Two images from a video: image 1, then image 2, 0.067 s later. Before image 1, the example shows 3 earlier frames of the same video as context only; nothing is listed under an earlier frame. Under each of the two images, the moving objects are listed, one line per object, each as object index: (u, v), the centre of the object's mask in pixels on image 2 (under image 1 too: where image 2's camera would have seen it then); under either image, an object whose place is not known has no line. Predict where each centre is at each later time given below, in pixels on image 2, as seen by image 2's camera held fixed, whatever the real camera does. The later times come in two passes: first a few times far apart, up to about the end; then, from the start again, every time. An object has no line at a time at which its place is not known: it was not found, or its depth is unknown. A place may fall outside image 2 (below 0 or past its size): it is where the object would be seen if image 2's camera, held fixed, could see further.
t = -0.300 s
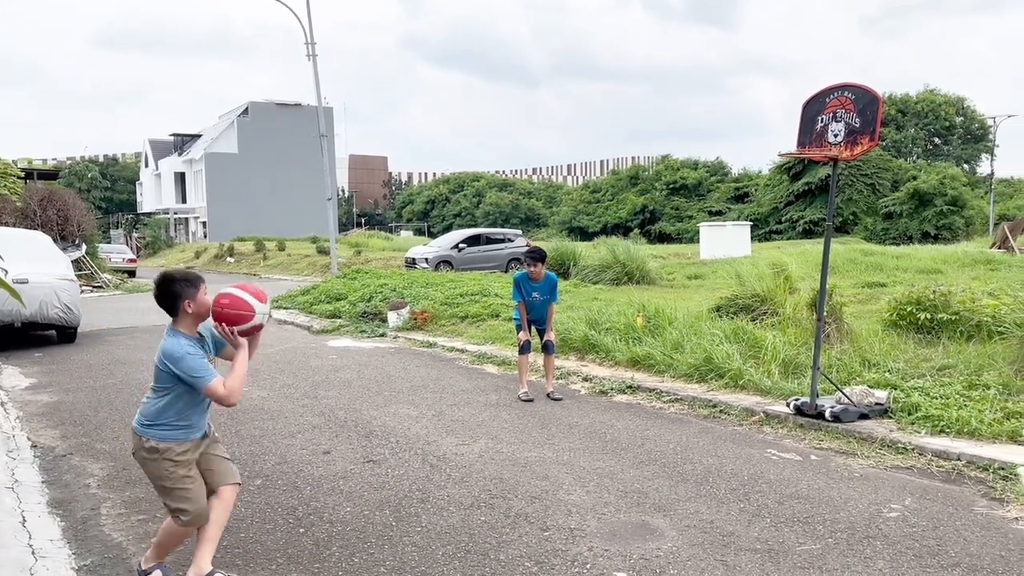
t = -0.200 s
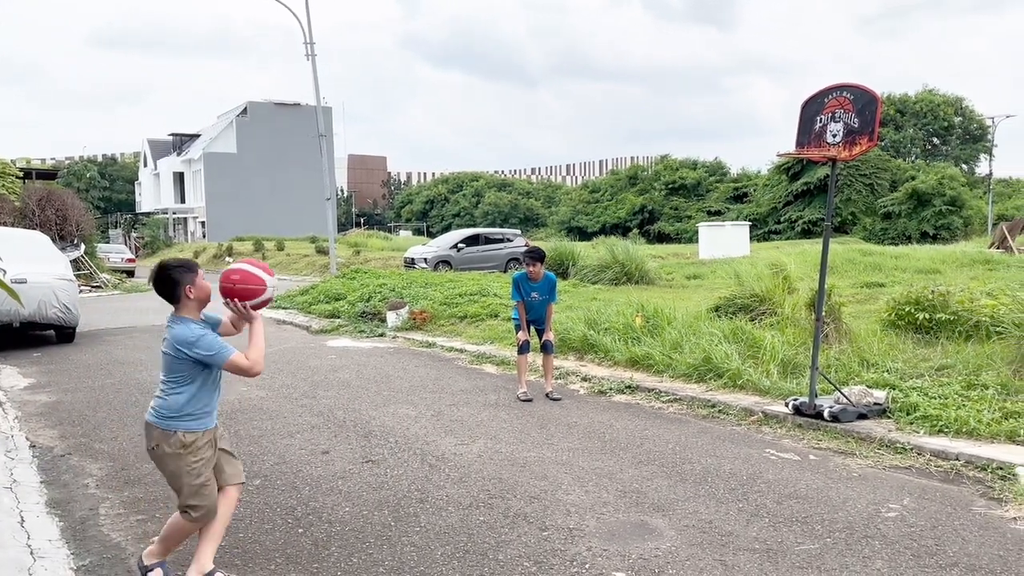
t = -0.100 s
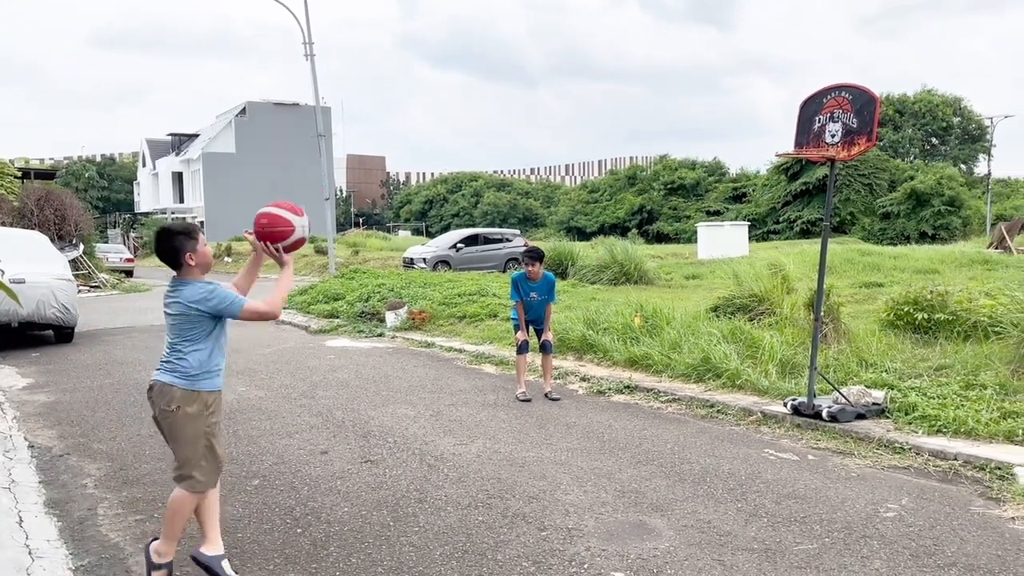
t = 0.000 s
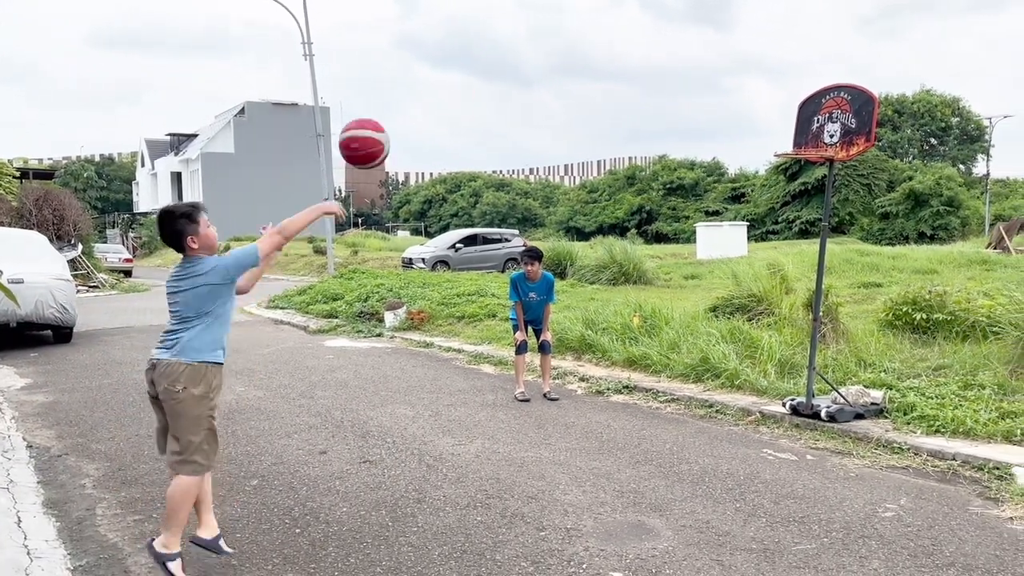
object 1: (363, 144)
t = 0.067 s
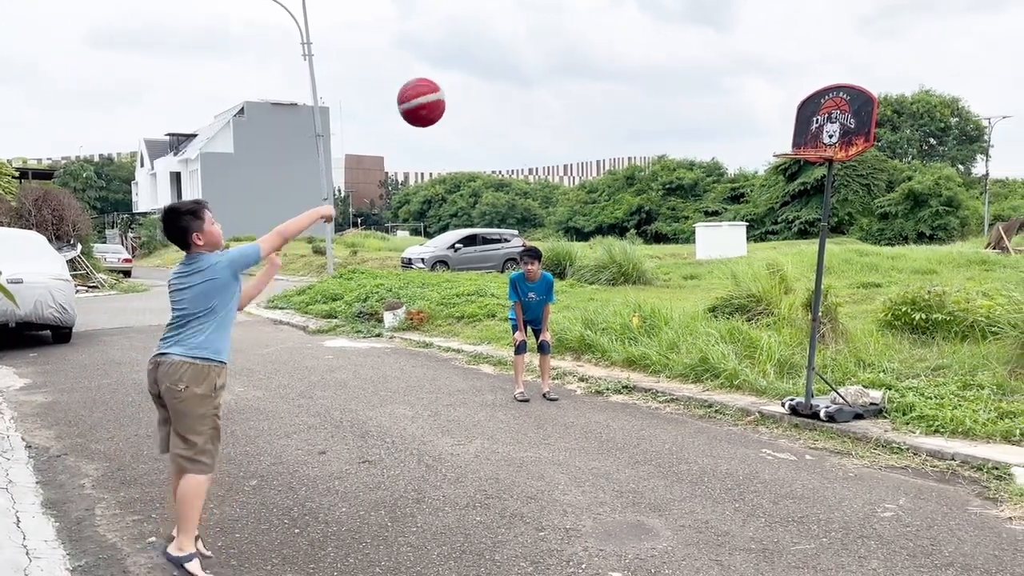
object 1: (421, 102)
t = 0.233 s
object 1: (547, 48)
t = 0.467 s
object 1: (689, 64)
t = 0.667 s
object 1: (785, 137)
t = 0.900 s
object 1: (840, 274)
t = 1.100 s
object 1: (880, 449)
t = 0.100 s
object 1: (448, 86)
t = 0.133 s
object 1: (475, 73)
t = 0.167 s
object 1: (500, 62)
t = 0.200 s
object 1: (524, 54)
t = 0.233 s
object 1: (547, 48)
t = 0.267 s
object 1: (570, 45)
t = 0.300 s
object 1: (592, 43)
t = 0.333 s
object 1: (613, 44)
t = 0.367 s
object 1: (633, 46)
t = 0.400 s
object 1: (652, 51)
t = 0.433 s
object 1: (671, 57)
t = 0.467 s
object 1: (689, 64)
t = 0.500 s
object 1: (706, 73)
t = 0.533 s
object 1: (723, 84)
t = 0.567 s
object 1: (739, 95)
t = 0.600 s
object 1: (755, 108)
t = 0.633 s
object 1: (770, 122)
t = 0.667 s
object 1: (785, 137)
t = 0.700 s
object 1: (799, 152)
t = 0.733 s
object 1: (807, 168)
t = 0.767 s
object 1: (813, 185)
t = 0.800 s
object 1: (820, 204)
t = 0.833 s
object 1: (827, 226)
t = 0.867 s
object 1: (833, 249)
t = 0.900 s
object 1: (840, 274)
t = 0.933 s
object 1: (846, 301)
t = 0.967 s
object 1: (854, 329)
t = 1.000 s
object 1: (861, 359)
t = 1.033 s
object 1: (869, 393)
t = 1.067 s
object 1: (875, 427)
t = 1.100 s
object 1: (880, 449)
